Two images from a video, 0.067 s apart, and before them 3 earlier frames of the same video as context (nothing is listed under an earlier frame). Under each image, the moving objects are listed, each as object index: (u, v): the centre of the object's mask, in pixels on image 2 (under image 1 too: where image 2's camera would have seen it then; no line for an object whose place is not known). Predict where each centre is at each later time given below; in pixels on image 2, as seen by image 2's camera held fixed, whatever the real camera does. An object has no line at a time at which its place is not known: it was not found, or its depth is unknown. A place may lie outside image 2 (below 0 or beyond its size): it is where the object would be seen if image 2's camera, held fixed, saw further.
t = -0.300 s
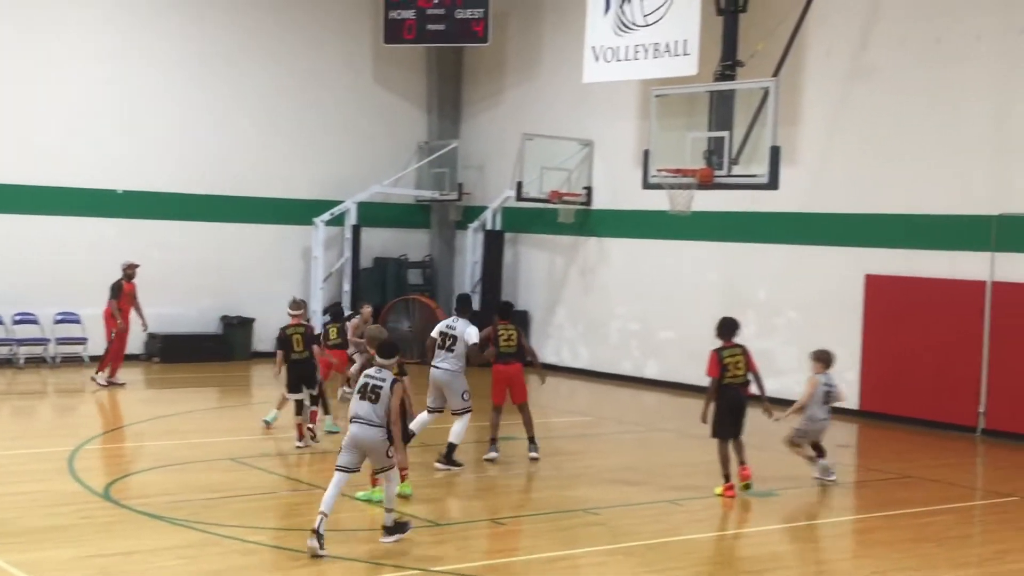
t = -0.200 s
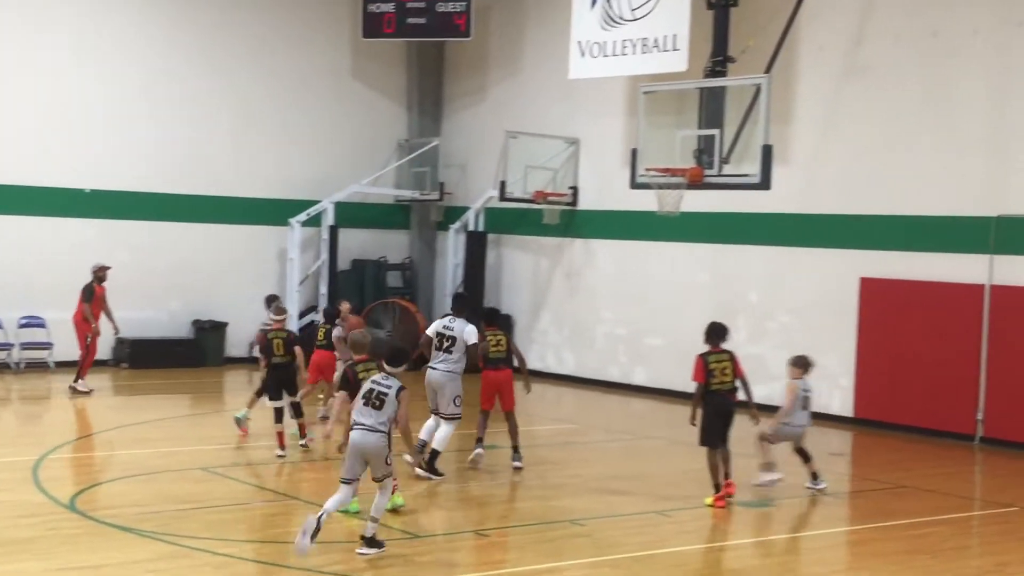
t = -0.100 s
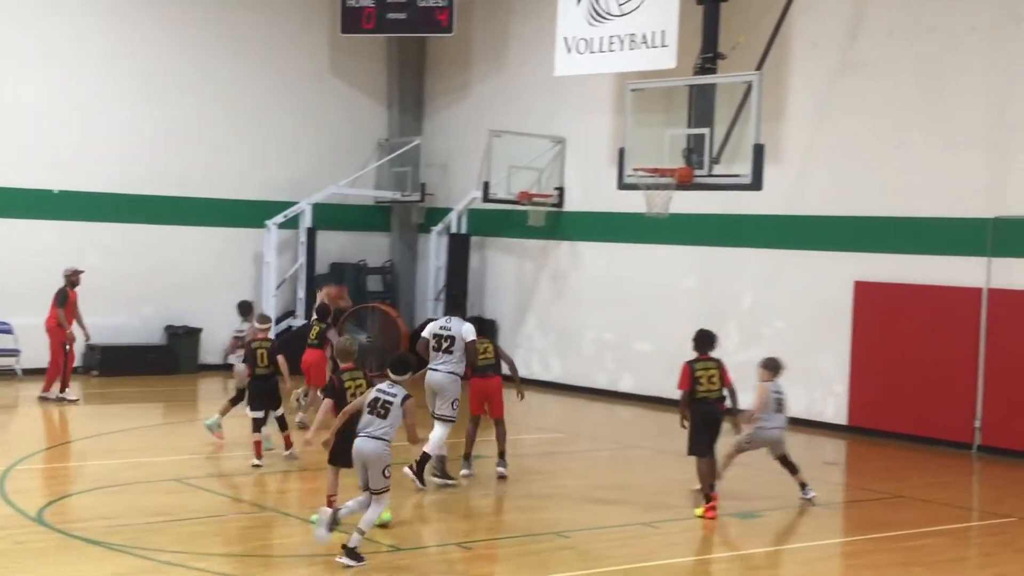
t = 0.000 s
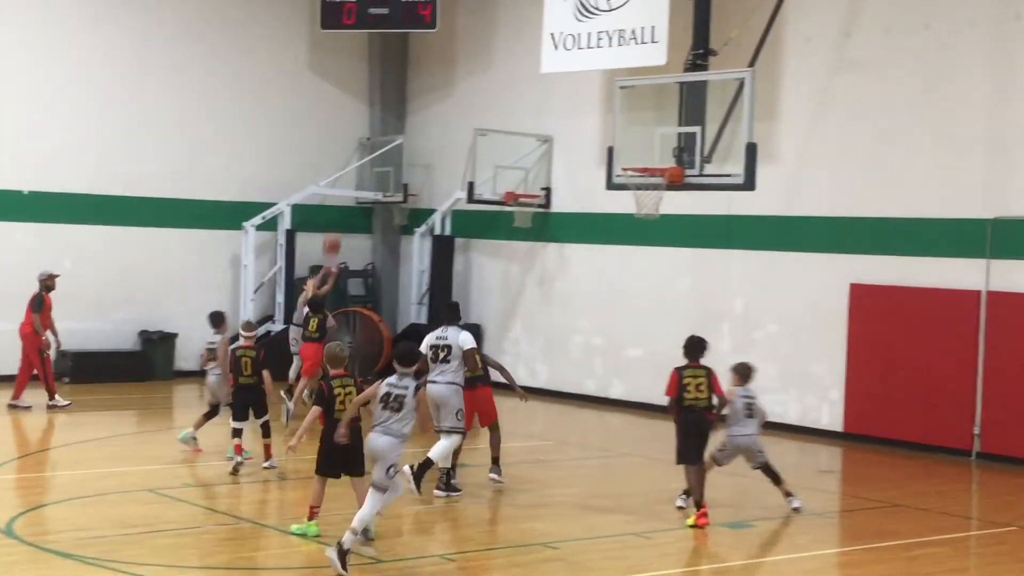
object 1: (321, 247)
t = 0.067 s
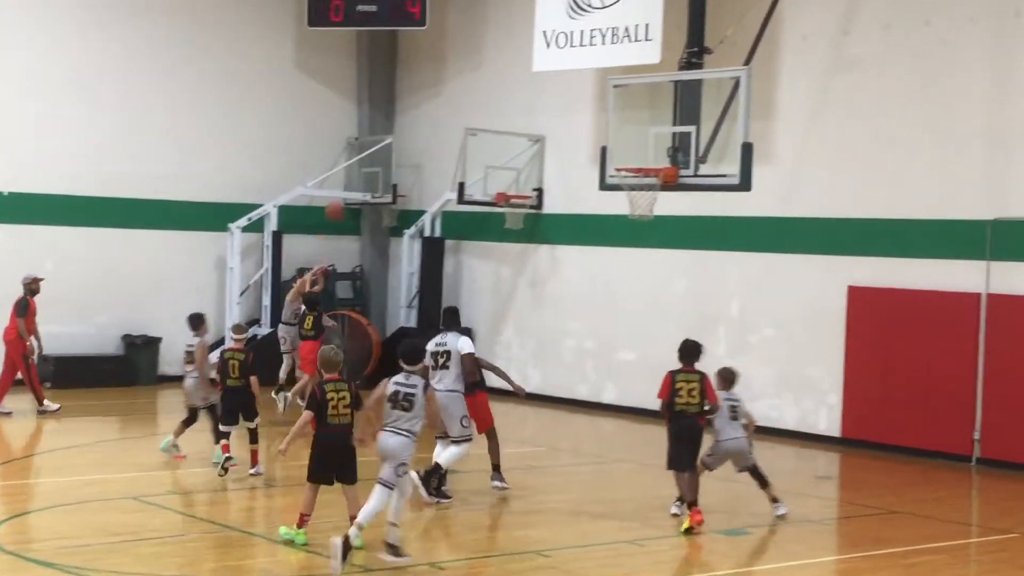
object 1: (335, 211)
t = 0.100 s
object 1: (342, 194)
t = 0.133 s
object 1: (349, 178)
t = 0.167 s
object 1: (357, 160)
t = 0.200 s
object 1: (364, 144)
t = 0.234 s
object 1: (373, 129)
